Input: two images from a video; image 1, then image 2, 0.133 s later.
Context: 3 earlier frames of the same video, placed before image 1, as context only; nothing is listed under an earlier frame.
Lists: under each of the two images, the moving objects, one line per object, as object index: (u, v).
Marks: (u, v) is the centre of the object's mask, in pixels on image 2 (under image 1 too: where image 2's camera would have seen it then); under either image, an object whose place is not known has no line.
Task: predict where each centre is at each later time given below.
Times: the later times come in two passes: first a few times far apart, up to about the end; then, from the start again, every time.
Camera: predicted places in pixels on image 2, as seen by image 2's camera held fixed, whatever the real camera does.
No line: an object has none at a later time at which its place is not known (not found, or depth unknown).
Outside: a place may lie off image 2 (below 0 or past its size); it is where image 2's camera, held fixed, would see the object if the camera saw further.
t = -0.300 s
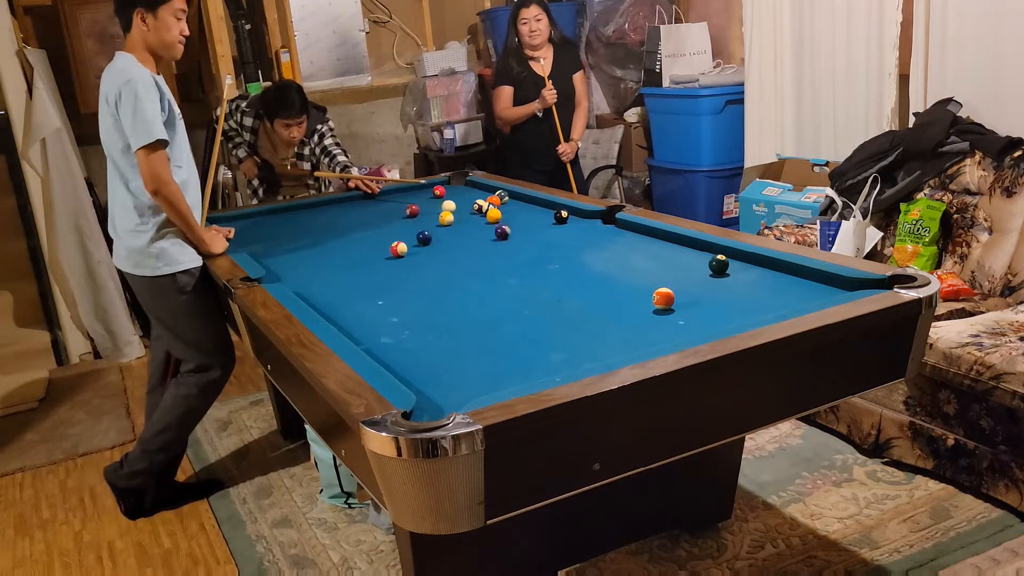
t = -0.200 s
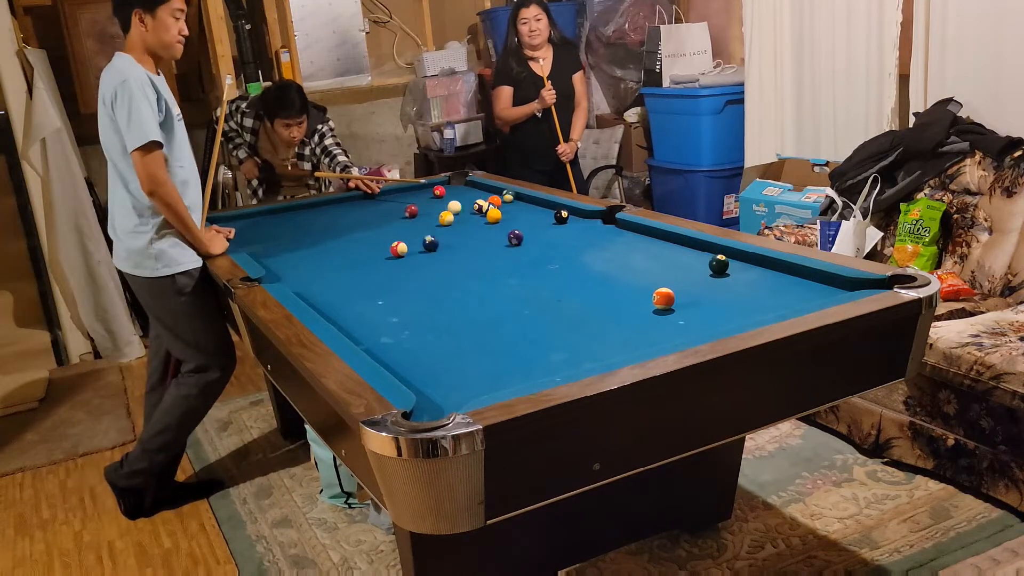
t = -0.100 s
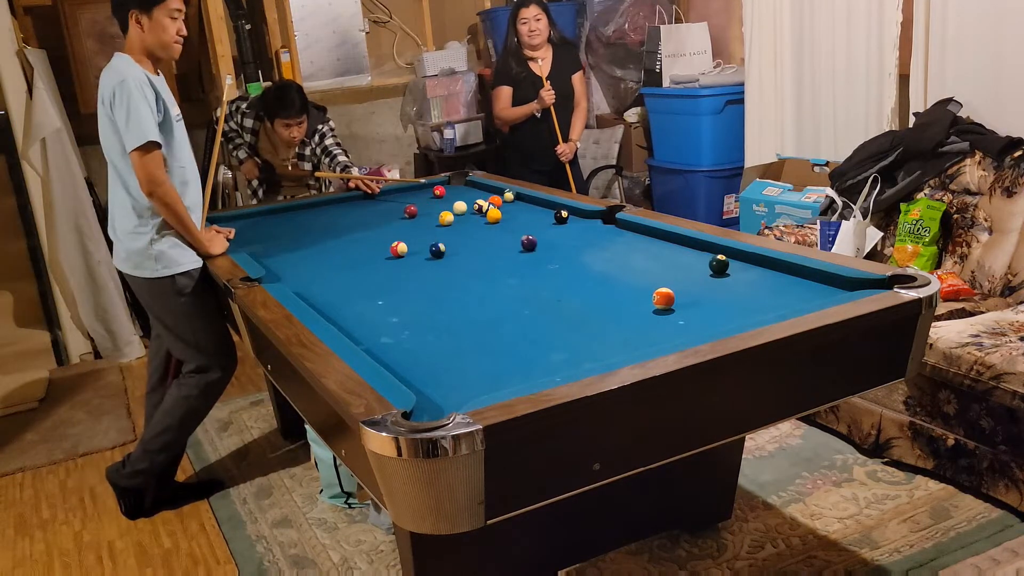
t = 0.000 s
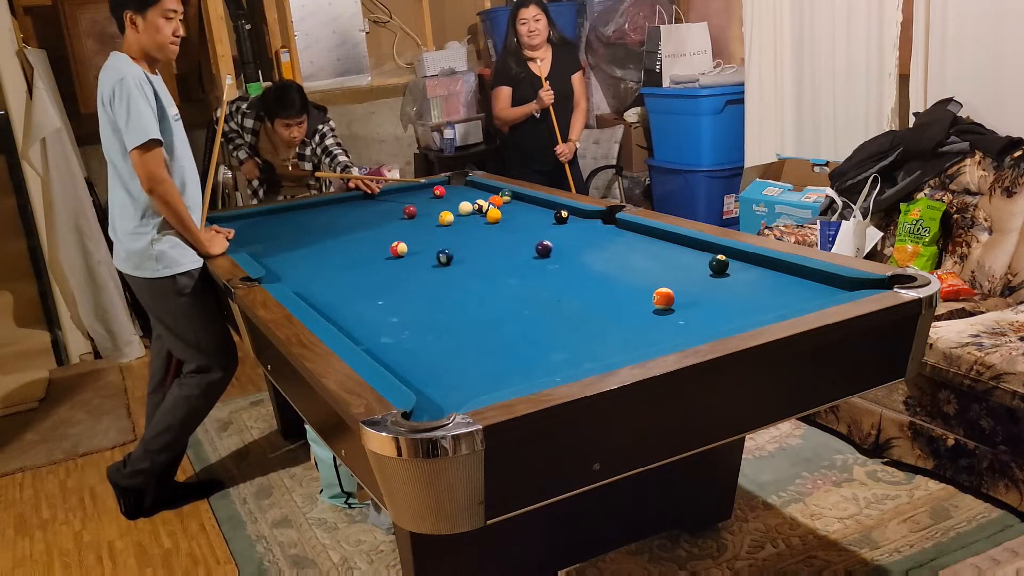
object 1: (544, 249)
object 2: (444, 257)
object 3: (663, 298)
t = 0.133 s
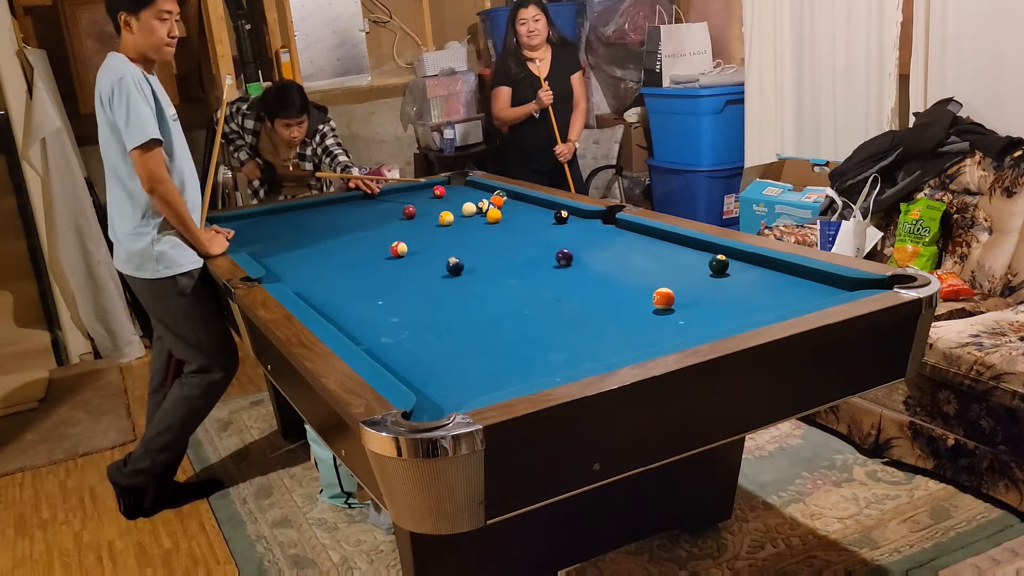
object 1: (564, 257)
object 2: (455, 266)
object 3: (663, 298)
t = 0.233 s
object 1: (580, 264)
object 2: (463, 274)
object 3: (663, 298)
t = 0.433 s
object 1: (618, 279)
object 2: (482, 292)
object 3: (663, 298)
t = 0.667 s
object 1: (657, 292)
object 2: (507, 316)
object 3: (673, 304)
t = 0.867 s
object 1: (675, 296)
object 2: (533, 339)
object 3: (700, 319)
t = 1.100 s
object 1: (694, 300)
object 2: (568, 365)
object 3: (703, 324)
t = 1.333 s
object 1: (713, 304)
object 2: (529, 356)
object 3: (677, 320)
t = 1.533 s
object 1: (728, 308)
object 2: (501, 346)
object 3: (658, 316)
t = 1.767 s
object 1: (743, 311)
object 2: (473, 336)
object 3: (638, 312)
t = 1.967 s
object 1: (755, 312)
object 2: (452, 328)
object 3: (624, 309)
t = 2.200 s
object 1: (759, 311)
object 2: (432, 320)
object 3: (608, 306)
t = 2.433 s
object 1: (755, 311)
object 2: (414, 314)
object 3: (596, 304)
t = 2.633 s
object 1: (752, 310)
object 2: (401, 309)
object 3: (587, 303)
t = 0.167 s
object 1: (570, 259)
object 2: (457, 269)
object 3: (663, 298)
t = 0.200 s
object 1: (575, 261)
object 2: (460, 272)
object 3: (663, 298)
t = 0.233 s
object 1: (580, 264)
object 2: (463, 274)
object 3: (663, 298)
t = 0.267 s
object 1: (587, 266)
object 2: (466, 277)
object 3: (663, 298)
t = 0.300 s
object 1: (593, 269)
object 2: (469, 280)
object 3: (663, 298)
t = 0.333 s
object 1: (599, 271)
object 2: (472, 283)
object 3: (663, 298)
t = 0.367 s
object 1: (604, 274)
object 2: (475, 286)
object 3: (663, 298)
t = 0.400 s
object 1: (611, 276)
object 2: (479, 289)
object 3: (663, 298)
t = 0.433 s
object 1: (618, 279)
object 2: (482, 292)
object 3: (663, 298)
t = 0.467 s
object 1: (624, 282)
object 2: (485, 295)
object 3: (663, 298)
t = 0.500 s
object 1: (631, 284)
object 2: (488, 299)
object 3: (663, 298)
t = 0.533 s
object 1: (638, 287)
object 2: (492, 302)
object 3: (663, 298)
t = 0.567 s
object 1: (645, 290)
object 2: (496, 305)
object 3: (663, 298)
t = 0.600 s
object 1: (650, 291)
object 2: (500, 309)
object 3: (663, 298)
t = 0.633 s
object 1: (653, 290)
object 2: (503, 312)
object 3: (668, 301)
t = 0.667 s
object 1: (657, 292)
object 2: (507, 316)
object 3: (673, 304)
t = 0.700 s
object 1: (660, 293)
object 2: (511, 319)
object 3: (678, 307)
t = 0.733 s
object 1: (663, 293)
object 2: (516, 323)
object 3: (682, 309)
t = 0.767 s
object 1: (666, 294)
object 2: (520, 327)
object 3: (686, 311)
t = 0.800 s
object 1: (669, 294)
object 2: (524, 331)
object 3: (691, 314)
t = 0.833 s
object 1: (672, 295)
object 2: (528, 335)
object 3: (695, 317)
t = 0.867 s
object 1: (675, 296)
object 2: (533, 339)
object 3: (700, 319)
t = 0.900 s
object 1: (678, 297)
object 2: (538, 343)
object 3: (704, 321)
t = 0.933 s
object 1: (680, 297)
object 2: (543, 348)
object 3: (708, 322)
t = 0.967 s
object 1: (683, 298)
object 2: (548, 352)
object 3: (712, 324)
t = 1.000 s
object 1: (686, 298)
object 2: (553, 357)
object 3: (715, 324)
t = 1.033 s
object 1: (689, 299)
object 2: (558, 361)
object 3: (711, 324)
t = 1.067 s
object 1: (692, 299)
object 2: (563, 364)
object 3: (706, 324)
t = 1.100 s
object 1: (694, 300)
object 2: (568, 365)
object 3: (703, 324)
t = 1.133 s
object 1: (697, 301)
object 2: (562, 365)
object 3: (699, 324)
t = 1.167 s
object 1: (700, 301)
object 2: (556, 364)
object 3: (695, 324)
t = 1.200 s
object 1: (703, 302)
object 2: (550, 363)
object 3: (691, 323)
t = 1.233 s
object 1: (705, 302)
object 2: (545, 362)
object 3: (688, 322)
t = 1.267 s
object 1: (708, 303)
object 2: (539, 360)
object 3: (684, 322)
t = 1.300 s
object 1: (711, 304)
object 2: (534, 358)
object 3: (680, 321)
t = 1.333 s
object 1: (713, 304)
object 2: (529, 356)
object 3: (677, 320)
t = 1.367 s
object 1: (716, 304)
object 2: (524, 355)
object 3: (674, 319)
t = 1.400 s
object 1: (718, 305)
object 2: (519, 353)
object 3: (671, 318)
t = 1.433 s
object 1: (721, 306)
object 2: (514, 351)
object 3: (667, 318)
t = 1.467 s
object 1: (723, 306)
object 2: (510, 349)
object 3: (664, 317)
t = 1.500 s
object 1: (726, 307)
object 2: (505, 347)
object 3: (661, 316)
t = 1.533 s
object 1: (728, 308)
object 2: (501, 346)
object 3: (658, 316)
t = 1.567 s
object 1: (730, 308)
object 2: (497, 344)
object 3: (655, 315)
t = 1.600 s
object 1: (732, 309)
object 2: (492, 343)
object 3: (652, 315)
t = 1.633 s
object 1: (735, 309)
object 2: (488, 341)
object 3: (649, 314)
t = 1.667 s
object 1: (737, 310)
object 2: (484, 339)
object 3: (646, 313)
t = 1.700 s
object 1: (739, 310)
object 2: (480, 338)
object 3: (644, 313)
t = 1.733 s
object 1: (741, 311)
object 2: (477, 337)
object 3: (641, 312)
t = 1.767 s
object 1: (743, 311)
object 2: (473, 336)
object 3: (638, 312)
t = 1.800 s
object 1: (745, 311)
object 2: (469, 334)
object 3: (636, 311)
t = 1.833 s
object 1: (747, 311)
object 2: (466, 333)
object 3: (633, 311)
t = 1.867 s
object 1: (749, 312)
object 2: (462, 331)
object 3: (631, 310)
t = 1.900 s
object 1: (751, 311)
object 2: (459, 330)
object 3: (628, 310)
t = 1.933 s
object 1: (753, 312)
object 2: (456, 329)
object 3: (626, 309)
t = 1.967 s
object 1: (755, 312)
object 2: (452, 328)
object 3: (624, 309)
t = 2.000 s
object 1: (757, 312)
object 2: (449, 327)
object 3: (621, 308)
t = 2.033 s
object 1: (758, 312)
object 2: (446, 325)
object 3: (619, 308)
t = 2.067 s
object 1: (760, 312)
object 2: (443, 324)
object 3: (617, 308)
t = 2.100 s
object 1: (761, 312)
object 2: (440, 323)
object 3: (615, 307)
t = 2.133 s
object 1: (760, 312)
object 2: (437, 322)
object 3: (613, 307)
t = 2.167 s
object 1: (760, 312)
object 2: (434, 321)
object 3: (610, 306)
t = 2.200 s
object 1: (759, 311)
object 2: (432, 320)
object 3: (608, 306)
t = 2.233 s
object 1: (759, 311)
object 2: (429, 319)
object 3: (606, 306)
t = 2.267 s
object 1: (758, 311)
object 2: (426, 318)
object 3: (604, 305)
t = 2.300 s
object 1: (757, 311)
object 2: (424, 317)
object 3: (603, 305)
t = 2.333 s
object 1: (757, 311)
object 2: (421, 316)
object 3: (601, 305)
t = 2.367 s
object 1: (756, 311)
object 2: (419, 315)
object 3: (599, 304)
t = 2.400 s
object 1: (756, 311)
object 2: (416, 315)
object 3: (597, 304)
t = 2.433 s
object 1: (755, 311)
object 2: (414, 314)
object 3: (596, 304)
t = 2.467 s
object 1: (755, 311)
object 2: (412, 313)
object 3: (594, 304)
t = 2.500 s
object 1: (754, 311)
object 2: (410, 312)
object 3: (593, 304)
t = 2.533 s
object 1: (753, 311)
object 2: (407, 311)
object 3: (591, 303)
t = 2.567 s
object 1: (753, 310)
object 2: (405, 310)
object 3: (589, 303)
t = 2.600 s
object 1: (753, 311)
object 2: (403, 309)
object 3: (588, 303)
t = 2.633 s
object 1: (752, 310)
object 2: (401, 309)
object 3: (587, 303)
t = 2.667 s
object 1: (752, 310)
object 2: (399, 308)
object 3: (585, 303)
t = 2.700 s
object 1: (751, 310)
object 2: (396, 307)
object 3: (584, 302)
